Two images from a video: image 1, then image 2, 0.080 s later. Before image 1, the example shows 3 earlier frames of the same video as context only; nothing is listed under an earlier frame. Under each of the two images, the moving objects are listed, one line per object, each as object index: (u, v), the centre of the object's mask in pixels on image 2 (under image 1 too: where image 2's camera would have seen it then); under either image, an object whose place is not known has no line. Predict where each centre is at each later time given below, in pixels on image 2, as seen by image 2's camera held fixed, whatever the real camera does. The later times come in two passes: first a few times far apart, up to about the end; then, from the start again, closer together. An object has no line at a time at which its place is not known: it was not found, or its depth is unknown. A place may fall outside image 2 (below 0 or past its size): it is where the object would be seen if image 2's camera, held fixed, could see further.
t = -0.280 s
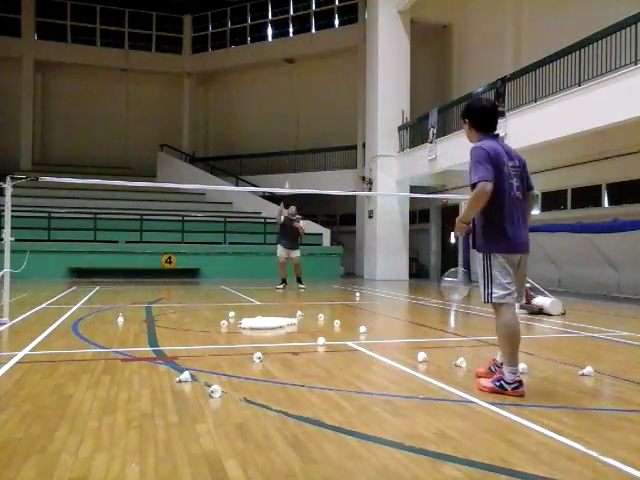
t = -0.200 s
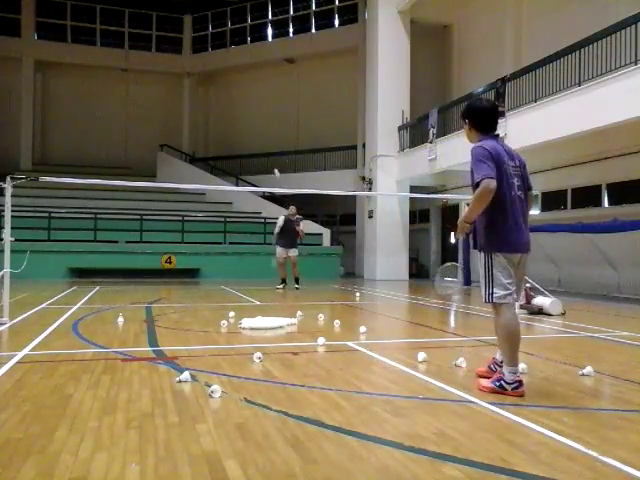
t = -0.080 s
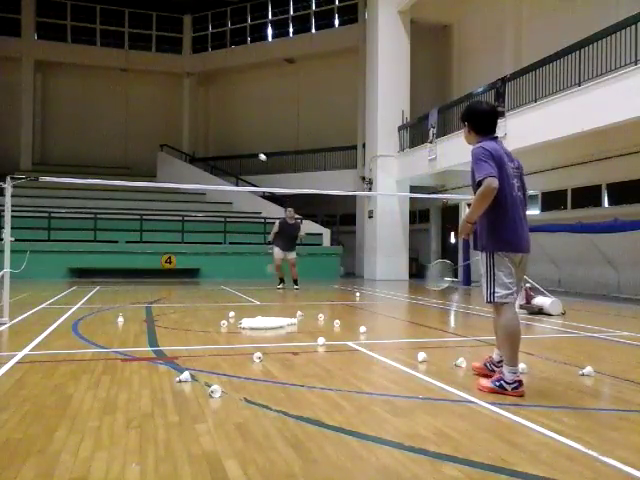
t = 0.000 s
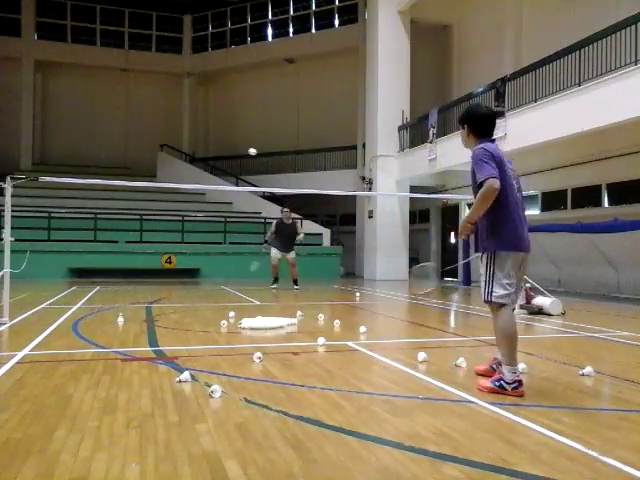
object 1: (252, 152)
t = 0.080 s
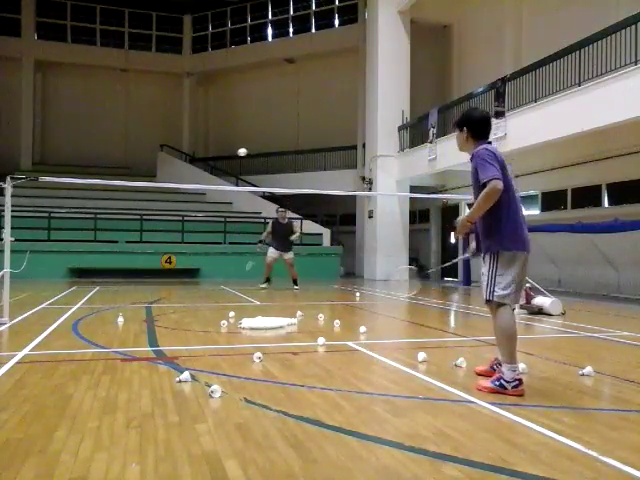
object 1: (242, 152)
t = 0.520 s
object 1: (156, 316)
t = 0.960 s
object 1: (144, 387)
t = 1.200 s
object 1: (150, 415)
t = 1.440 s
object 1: (167, 416)
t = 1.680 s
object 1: (175, 418)
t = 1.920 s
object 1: (177, 420)
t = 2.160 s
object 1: (178, 421)
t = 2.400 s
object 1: (178, 421)
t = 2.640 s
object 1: (178, 421)
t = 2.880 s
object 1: (178, 421)
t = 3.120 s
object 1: (178, 421)
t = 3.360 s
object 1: (178, 421)
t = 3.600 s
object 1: (178, 421)
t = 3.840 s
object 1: (178, 421)
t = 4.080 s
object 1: (178, 421)
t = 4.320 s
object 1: (178, 421)
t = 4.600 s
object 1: (178, 421)
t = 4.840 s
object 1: (178, 421)
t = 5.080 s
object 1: (178, 421)
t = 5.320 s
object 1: (178, 421)
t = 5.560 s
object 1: (178, 421)
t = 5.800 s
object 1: (178, 421)
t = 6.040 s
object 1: (178, 421)
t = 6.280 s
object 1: (178, 421)
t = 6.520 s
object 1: (178, 421)
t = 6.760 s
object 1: (178, 421)
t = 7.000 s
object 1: (178, 421)
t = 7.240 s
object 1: (178, 421)
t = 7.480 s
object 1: (178, 421)
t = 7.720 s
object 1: (178, 421)
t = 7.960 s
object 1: (178, 421)
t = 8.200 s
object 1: (178, 421)
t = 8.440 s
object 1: (178, 421)
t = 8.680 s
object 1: (178, 421)
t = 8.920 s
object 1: (178, 421)
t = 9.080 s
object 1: (178, 421)
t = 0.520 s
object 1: (156, 316)
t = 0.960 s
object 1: (144, 387)
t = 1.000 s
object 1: (145, 402)
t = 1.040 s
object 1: (146, 418)
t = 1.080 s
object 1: (145, 420)
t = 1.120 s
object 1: (147, 414)
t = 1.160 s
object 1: (148, 412)
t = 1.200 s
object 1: (150, 415)
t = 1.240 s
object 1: (152, 418)
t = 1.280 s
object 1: (155, 416)
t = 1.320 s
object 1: (159, 415)
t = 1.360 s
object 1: (163, 416)
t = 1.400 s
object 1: (165, 415)
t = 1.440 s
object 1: (167, 416)
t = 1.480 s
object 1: (168, 417)
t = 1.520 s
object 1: (170, 417)
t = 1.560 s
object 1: (171, 417)
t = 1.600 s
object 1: (173, 417)
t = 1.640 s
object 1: (174, 418)
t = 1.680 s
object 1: (175, 418)
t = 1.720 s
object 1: (175, 419)
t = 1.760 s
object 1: (176, 419)
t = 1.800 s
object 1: (176, 419)
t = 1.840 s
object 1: (177, 419)
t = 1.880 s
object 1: (177, 420)
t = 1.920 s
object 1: (177, 420)
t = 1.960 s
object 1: (177, 420)
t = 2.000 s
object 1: (177, 421)
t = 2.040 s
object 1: (178, 421)
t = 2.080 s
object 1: (178, 421)
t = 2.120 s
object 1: (177, 421)
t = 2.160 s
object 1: (178, 421)
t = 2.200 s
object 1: (178, 421)
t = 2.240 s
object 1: (177, 421)
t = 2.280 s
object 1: (177, 421)
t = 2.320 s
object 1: (177, 421)
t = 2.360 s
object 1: (177, 421)
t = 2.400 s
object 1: (178, 421)
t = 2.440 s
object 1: (178, 421)
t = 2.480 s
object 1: (178, 421)
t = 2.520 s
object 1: (177, 421)
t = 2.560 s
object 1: (178, 421)
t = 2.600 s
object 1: (178, 421)
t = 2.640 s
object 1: (178, 421)
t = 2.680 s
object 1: (178, 421)
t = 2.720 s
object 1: (178, 421)
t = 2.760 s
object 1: (178, 421)
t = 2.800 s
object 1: (178, 421)
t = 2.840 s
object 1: (178, 421)
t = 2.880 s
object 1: (178, 421)
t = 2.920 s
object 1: (178, 421)
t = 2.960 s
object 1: (178, 421)
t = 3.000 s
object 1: (178, 421)
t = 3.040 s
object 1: (178, 421)
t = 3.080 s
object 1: (178, 421)
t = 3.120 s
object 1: (178, 421)
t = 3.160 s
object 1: (178, 421)
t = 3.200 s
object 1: (178, 421)
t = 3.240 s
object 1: (178, 421)
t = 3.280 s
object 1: (178, 421)
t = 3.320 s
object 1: (178, 421)
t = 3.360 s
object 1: (178, 421)
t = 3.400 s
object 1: (178, 421)
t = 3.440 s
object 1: (178, 421)
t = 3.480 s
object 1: (178, 421)
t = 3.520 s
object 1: (178, 421)
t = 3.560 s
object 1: (178, 421)
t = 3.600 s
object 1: (178, 421)
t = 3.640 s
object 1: (178, 421)
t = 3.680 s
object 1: (178, 421)
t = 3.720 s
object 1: (178, 421)
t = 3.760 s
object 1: (178, 421)
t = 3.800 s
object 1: (178, 421)
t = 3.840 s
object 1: (178, 421)
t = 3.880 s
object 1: (178, 421)
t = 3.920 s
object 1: (178, 421)
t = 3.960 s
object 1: (178, 421)
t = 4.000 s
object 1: (178, 421)
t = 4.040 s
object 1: (178, 421)
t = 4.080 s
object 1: (178, 421)
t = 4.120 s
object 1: (178, 421)
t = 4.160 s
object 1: (178, 421)
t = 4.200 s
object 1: (178, 421)
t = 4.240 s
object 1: (178, 421)
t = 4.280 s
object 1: (178, 421)
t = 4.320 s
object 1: (178, 421)
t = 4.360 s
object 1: (178, 421)
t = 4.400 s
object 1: (178, 421)
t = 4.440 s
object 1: (178, 421)
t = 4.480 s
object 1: (178, 421)
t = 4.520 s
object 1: (178, 421)
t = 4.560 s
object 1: (178, 421)
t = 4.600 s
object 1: (178, 421)
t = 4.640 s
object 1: (178, 421)
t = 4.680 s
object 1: (178, 421)
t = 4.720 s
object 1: (178, 421)
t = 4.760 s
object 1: (178, 421)
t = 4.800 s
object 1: (178, 421)
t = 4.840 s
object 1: (178, 421)
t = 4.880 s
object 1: (178, 421)
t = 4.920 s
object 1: (178, 421)
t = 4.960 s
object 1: (178, 421)
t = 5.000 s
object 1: (178, 421)
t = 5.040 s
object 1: (178, 421)
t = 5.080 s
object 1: (178, 421)
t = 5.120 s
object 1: (178, 421)
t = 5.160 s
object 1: (178, 421)
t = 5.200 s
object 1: (178, 421)
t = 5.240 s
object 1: (178, 421)
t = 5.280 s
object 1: (178, 421)
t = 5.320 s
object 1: (178, 421)
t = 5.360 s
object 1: (178, 421)
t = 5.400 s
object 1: (178, 421)
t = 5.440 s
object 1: (178, 421)
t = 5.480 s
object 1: (178, 421)
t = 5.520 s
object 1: (178, 421)
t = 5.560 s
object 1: (178, 421)
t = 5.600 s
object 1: (178, 421)
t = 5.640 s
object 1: (178, 421)
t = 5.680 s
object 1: (178, 421)
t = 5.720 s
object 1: (178, 421)
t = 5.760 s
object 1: (178, 421)
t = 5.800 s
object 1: (178, 421)
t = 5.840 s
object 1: (178, 421)
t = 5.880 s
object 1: (178, 421)
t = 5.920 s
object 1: (178, 421)
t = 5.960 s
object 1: (178, 421)
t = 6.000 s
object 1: (178, 421)
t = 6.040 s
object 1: (178, 421)
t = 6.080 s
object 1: (178, 421)
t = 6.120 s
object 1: (178, 421)
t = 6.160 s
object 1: (178, 421)
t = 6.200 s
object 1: (178, 421)
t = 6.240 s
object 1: (178, 421)
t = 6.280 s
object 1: (178, 421)
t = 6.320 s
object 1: (178, 421)
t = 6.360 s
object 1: (178, 421)
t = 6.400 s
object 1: (178, 421)
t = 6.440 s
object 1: (178, 421)
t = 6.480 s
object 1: (178, 421)
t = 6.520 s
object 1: (178, 421)
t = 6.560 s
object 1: (178, 421)
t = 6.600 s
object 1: (178, 421)
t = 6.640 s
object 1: (178, 421)
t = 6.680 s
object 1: (178, 421)
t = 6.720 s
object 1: (178, 421)
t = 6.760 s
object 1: (178, 421)
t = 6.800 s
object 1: (178, 421)
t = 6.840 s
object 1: (178, 421)
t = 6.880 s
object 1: (178, 421)
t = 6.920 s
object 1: (178, 421)
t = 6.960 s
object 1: (178, 421)
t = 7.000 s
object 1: (178, 421)
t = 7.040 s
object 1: (178, 421)
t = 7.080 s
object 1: (178, 421)
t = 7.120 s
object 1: (178, 421)
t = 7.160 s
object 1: (178, 421)
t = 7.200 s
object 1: (178, 421)
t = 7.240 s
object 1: (178, 421)
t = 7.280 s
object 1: (178, 421)
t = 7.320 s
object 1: (178, 421)
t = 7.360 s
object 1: (178, 421)
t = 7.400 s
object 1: (178, 421)
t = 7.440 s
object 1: (178, 421)
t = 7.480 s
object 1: (178, 421)
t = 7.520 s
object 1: (178, 421)
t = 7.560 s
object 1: (178, 421)
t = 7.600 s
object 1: (178, 421)
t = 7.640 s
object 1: (178, 421)
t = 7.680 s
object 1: (178, 421)
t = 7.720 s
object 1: (178, 421)
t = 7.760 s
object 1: (178, 421)
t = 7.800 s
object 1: (178, 421)
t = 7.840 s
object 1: (178, 421)
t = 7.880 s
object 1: (178, 421)
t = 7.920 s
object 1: (178, 421)
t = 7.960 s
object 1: (178, 421)
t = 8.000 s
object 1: (178, 421)
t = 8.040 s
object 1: (178, 421)
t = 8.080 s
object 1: (178, 421)
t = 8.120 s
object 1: (178, 421)
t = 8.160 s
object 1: (178, 421)
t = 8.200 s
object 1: (178, 421)
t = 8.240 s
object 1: (178, 421)
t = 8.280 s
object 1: (178, 421)
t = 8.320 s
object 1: (178, 421)
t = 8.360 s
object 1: (178, 421)
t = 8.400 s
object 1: (178, 421)
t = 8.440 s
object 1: (178, 421)
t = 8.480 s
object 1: (178, 421)
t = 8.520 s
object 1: (178, 421)
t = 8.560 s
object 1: (178, 421)
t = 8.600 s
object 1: (178, 421)
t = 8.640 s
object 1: (178, 421)
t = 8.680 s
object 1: (178, 421)
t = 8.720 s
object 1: (178, 421)
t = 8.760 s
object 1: (178, 421)
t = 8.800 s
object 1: (178, 421)
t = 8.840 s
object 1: (178, 421)
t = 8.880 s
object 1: (178, 421)
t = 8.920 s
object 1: (178, 421)
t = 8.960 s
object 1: (178, 421)
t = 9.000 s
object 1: (178, 421)
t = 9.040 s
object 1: (178, 421)
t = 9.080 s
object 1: (178, 421)
